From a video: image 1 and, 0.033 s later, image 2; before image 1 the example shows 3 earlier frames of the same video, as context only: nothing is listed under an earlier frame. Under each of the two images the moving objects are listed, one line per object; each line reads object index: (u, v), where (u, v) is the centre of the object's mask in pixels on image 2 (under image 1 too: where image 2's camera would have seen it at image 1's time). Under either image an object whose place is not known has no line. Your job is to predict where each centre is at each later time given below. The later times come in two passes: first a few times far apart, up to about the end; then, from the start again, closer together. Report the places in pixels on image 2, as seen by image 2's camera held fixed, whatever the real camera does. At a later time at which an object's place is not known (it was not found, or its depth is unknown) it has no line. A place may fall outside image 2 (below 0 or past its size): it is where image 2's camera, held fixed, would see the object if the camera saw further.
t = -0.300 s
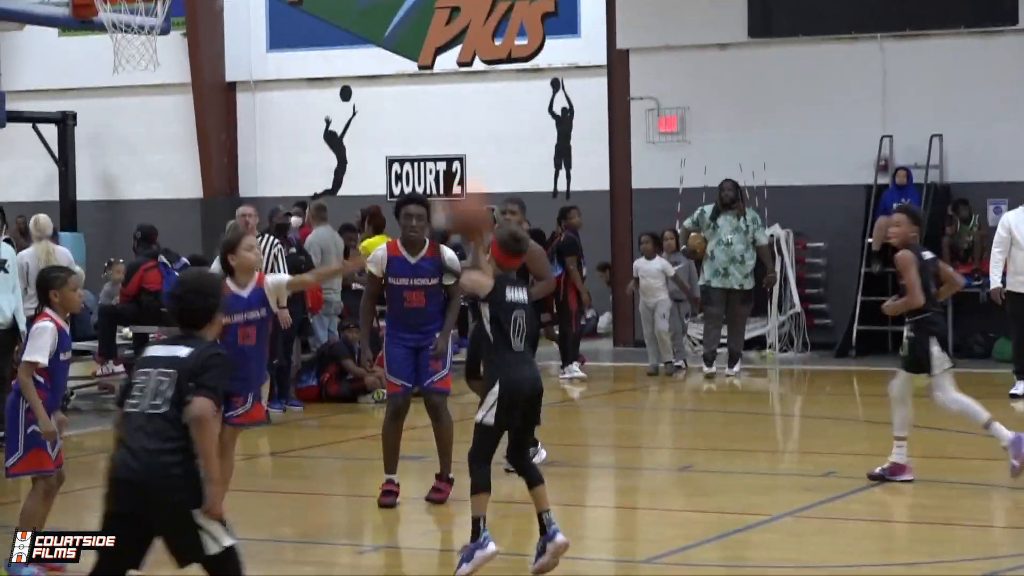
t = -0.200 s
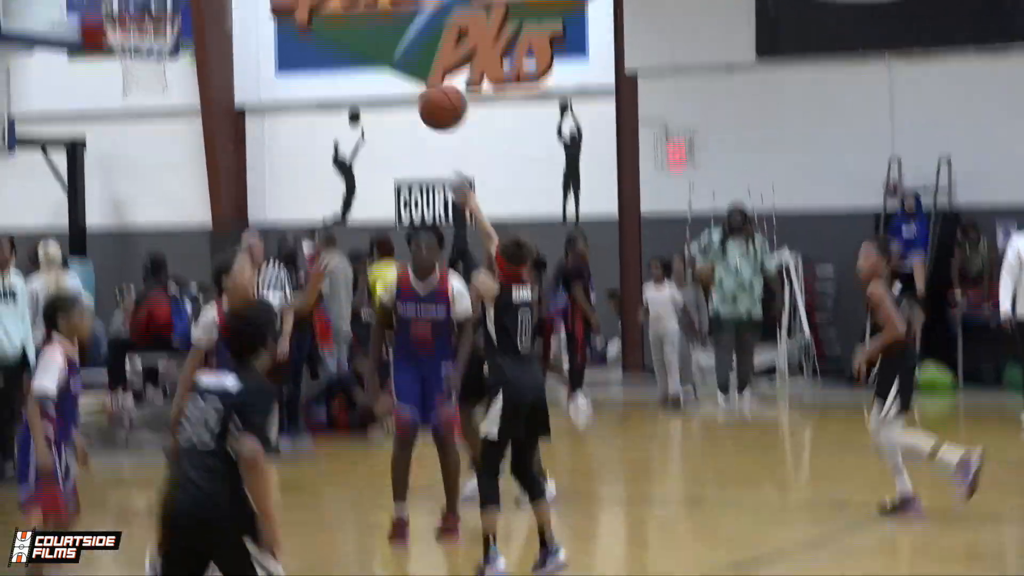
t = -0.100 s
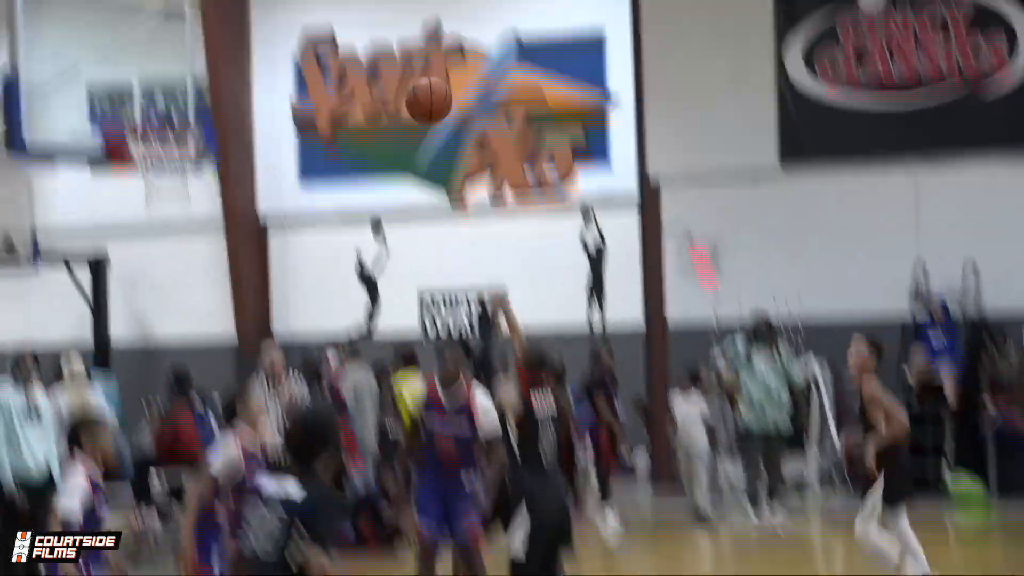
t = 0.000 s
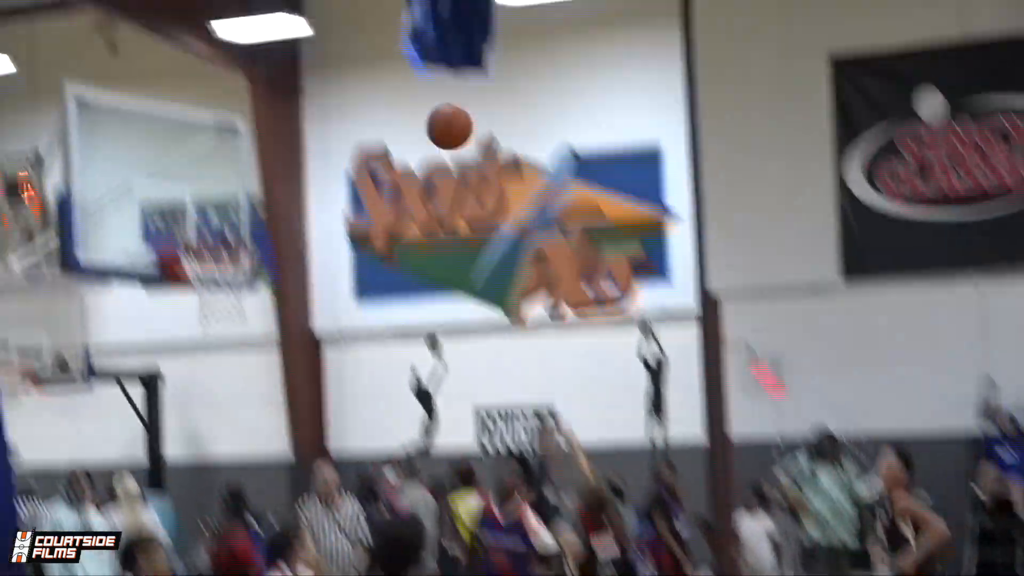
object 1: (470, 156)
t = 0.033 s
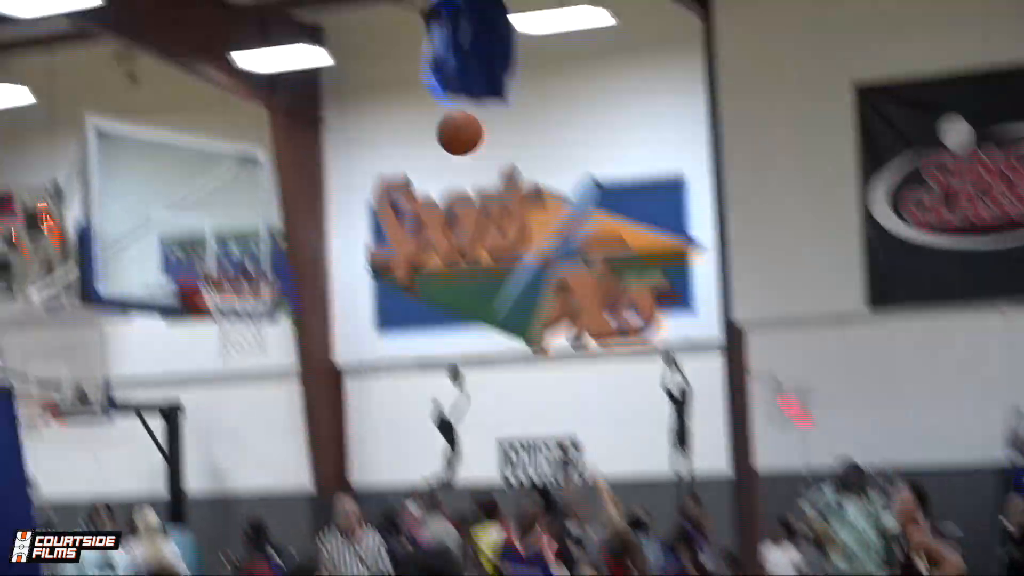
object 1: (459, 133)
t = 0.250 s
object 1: (398, 39)
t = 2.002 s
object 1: (227, 283)
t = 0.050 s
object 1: (454, 122)
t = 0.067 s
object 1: (450, 112)
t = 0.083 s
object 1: (444, 103)
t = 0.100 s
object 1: (440, 94)
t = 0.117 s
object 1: (435, 86)
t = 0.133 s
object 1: (432, 79)
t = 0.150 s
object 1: (425, 72)
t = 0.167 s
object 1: (421, 65)
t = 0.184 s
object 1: (416, 59)
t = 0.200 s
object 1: (412, 53)
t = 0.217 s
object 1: (407, 48)
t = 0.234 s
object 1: (403, 43)
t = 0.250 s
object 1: (398, 39)
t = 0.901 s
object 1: (263, 249)
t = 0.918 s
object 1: (259, 259)
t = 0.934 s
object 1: (257, 260)
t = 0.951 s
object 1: (254, 257)
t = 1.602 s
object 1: (273, 257)
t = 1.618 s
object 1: (273, 259)
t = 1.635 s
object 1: (271, 257)
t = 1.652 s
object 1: (270, 255)
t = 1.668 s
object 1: (266, 250)
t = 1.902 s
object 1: (236, 256)
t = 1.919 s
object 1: (234, 257)
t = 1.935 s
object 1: (231, 260)
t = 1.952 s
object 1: (230, 262)
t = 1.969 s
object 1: (228, 266)
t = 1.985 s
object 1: (226, 267)
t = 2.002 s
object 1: (227, 283)
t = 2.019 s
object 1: (227, 291)
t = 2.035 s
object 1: (228, 294)
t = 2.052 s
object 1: (228, 296)
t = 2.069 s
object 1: (231, 301)
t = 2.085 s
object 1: (232, 307)
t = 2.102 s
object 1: (234, 314)
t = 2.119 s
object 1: (235, 320)
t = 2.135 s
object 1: (236, 330)
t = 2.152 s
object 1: (237, 335)
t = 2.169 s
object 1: (240, 345)
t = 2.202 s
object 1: (244, 362)
